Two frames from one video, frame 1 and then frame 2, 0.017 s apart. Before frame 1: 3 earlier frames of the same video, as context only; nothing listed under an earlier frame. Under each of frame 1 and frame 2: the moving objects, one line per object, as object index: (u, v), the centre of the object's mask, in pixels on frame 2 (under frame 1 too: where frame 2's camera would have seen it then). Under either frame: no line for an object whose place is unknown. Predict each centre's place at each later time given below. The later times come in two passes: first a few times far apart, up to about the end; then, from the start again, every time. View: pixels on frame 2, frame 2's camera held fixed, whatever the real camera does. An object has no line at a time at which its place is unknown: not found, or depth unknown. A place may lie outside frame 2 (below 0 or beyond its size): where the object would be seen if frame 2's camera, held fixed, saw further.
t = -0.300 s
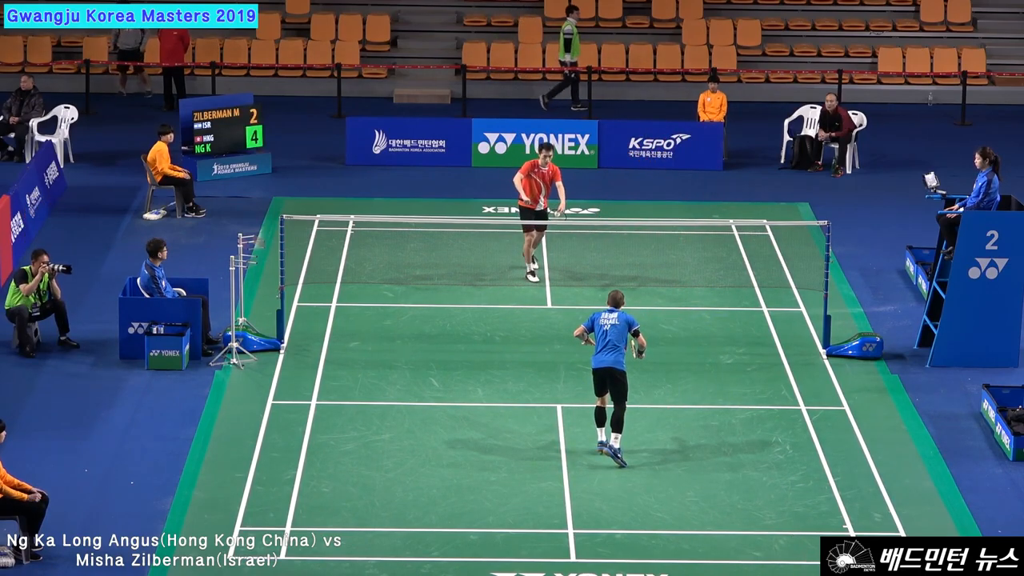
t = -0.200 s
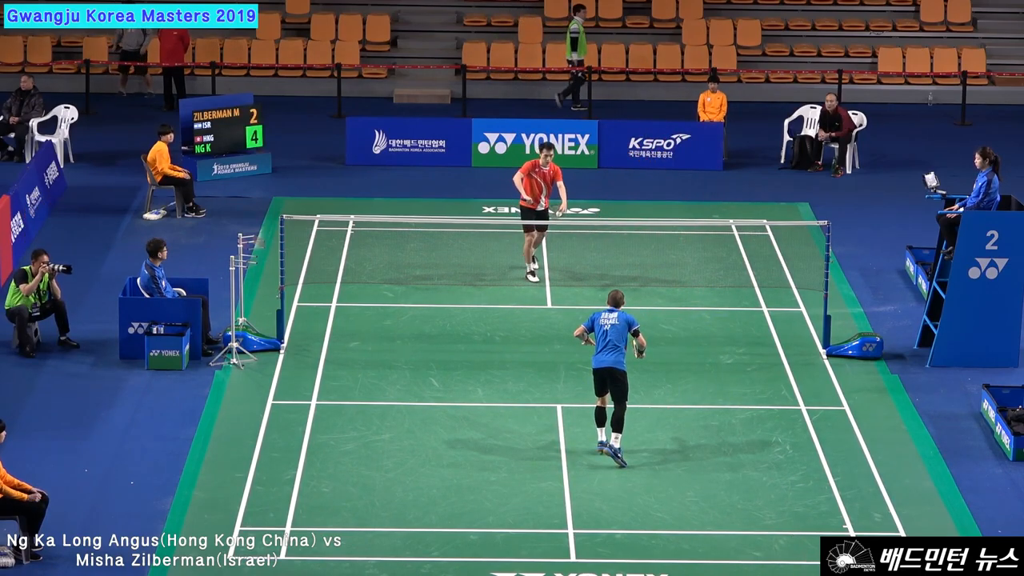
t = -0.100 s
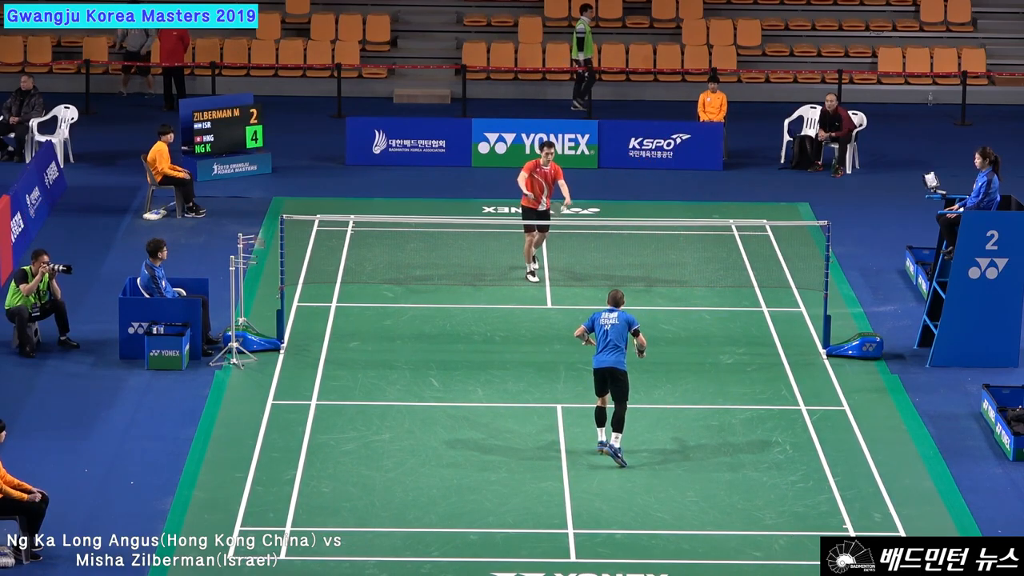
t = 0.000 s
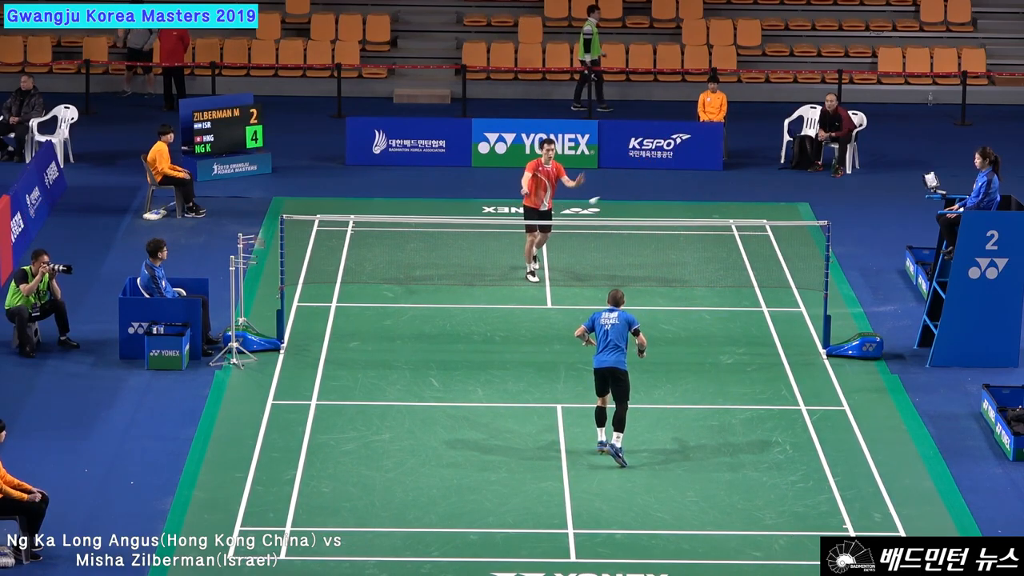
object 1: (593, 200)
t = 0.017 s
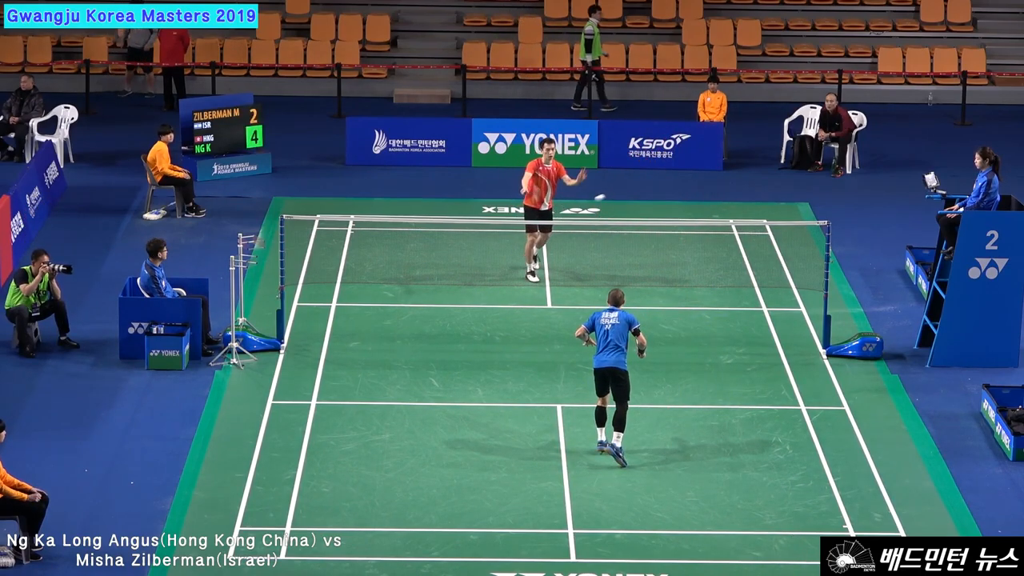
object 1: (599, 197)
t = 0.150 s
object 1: (637, 196)
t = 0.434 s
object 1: (700, 237)
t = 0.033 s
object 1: (606, 195)
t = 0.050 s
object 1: (611, 194)
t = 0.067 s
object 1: (616, 194)
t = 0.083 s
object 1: (620, 194)
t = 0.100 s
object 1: (624, 194)
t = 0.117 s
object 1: (628, 195)
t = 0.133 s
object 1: (633, 195)
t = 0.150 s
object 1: (637, 196)
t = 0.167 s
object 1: (641, 197)
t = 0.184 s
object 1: (646, 198)
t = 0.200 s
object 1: (650, 199)
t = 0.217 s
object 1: (654, 200)
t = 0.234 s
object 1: (658, 202)
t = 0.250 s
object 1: (662, 204)
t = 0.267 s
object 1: (666, 206)
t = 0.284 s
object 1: (670, 208)
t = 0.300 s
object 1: (673, 210)
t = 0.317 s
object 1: (677, 213)
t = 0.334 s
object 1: (680, 215)
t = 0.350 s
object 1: (684, 218)
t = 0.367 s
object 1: (687, 222)
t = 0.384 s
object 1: (690, 226)
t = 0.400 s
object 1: (694, 229)
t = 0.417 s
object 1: (697, 233)
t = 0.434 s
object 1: (700, 237)
